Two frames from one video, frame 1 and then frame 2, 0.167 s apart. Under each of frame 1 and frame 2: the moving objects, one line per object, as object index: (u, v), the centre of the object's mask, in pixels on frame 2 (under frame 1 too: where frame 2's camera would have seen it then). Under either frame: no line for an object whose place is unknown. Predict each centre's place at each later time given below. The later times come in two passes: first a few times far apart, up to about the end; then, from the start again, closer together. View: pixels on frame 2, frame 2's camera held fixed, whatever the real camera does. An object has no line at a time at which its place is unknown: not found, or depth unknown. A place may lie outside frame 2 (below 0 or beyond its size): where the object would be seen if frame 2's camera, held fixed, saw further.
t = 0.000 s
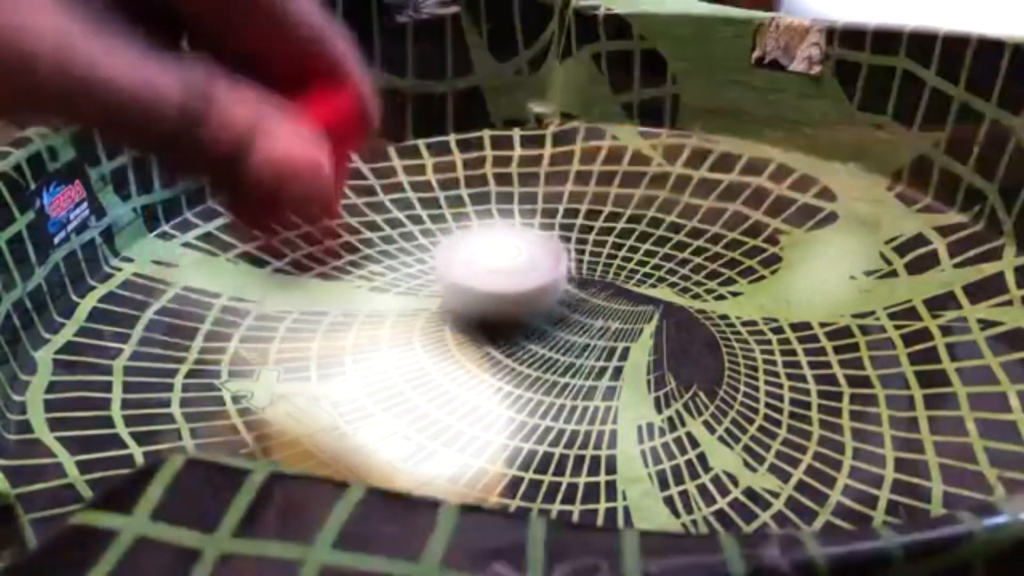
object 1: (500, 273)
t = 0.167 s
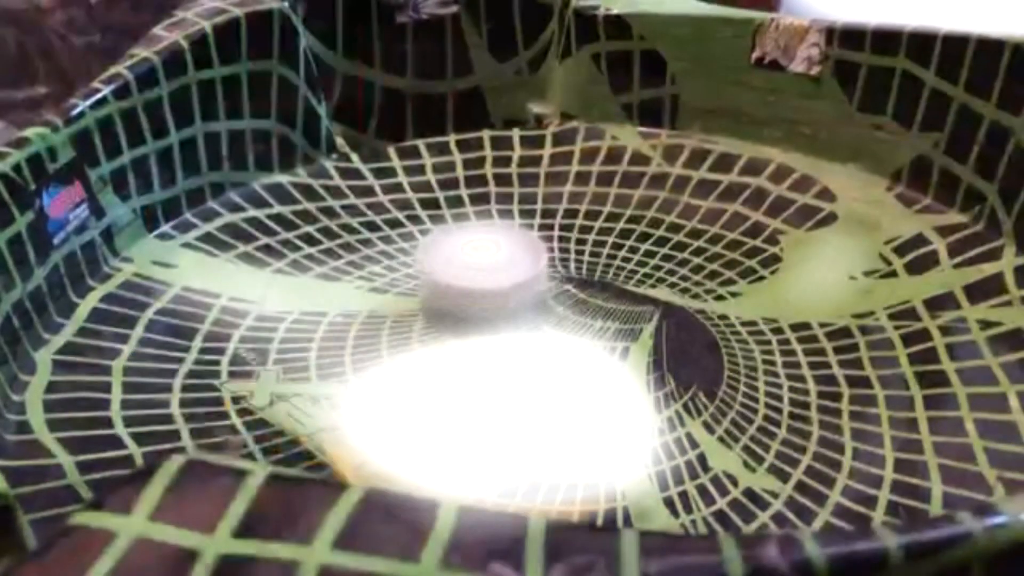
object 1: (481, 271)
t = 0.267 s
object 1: (470, 276)
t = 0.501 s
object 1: (473, 292)
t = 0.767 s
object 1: (509, 310)
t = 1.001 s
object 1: (586, 303)
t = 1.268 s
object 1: (641, 290)
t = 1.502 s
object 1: (655, 283)
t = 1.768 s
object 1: (672, 283)
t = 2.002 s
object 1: (678, 292)
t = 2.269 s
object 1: (676, 306)
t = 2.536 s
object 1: (668, 323)
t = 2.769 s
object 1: (655, 344)
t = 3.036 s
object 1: (644, 380)
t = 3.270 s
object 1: (658, 421)
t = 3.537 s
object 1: (700, 438)
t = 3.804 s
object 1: (683, 415)
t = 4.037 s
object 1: (660, 410)
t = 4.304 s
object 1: (631, 416)
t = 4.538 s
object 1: (591, 414)
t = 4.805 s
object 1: (542, 413)
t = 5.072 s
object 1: (519, 418)
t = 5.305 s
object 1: (495, 429)
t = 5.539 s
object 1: (502, 426)
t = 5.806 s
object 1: (502, 428)
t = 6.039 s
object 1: (501, 428)
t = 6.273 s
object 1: (504, 429)
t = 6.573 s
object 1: (502, 420)
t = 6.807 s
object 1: (500, 419)
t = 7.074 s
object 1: (509, 438)
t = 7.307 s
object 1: (526, 425)
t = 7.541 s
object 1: (528, 408)
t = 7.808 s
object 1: (518, 397)
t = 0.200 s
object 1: (478, 273)
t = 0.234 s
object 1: (474, 273)
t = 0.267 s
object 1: (470, 276)
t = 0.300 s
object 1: (469, 276)
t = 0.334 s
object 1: (467, 278)
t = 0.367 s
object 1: (468, 282)
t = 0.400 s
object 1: (469, 286)
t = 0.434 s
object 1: (470, 287)
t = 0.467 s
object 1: (471, 290)
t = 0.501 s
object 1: (473, 292)
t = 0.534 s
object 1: (475, 295)
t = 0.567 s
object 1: (479, 297)
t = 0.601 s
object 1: (481, 299)
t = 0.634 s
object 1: (487, 305)
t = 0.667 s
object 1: (492, 307)
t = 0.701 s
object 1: (496, 308)
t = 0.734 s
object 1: (503, 310)
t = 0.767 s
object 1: (509, 310)
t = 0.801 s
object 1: (515, 311)
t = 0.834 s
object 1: (530, 307)
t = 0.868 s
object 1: (537, 308)
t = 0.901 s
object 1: (543, 309)
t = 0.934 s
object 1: (552, 308)
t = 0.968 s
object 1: (567, 306)
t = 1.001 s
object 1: (586, 303)
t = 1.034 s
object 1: (598, 302)
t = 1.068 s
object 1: (608, 299)
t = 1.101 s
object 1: (617, 297)
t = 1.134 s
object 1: (624, 296)
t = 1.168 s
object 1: (627, 294)
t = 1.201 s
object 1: (630, 293)
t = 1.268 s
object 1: (641, 290)
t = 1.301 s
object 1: (643, 289)
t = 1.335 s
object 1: (645, 288)
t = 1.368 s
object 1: (646, 288)
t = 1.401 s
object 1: (650, 287)
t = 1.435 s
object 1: (651, 286)
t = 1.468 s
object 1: (653, 285)
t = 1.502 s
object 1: (655, 283)
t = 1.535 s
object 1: (656, 282)
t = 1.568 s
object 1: (659, 281)
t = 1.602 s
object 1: (661, 281)
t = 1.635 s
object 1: (663, 281)
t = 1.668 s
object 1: (667, 281)
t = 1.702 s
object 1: (669, 282)
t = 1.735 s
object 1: (671, 282)
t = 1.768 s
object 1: (672, 283)
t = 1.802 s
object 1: (673, 284)
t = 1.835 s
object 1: (674, 285)
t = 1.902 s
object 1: (677, 288)
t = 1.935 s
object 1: (678, 289)
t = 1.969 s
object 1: (678, 291)
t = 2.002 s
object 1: (678, 292)
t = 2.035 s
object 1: (678, 293)
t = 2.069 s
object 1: (678, 294)
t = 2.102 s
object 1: (678, 296)
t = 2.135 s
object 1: (678, 298)
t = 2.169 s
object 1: (678, 300)
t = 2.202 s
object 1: (677, 302)
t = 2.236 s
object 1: (677, 304)
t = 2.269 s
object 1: (676, 306)
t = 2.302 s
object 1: (675, 308)
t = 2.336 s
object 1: (675, 311)
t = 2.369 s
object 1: (674, 313)
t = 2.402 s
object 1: (674, 315)
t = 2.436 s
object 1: (673, 316)
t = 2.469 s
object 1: (671, 319)
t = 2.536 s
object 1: (668, 323)
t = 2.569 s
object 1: (667, 326)
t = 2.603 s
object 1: (665, 331)
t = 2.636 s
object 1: (663, 332)
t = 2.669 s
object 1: (662, 334)
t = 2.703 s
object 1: (658, 337)
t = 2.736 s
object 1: (656, 340)
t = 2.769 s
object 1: (655, 344)
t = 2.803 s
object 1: (653, 348)
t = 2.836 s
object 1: (652, 352)
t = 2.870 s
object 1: (652, 355)
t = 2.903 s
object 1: (650, 360)
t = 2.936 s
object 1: (648, 365)
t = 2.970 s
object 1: (648, 370)
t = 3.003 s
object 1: (646, 375)
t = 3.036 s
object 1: (644, 380)
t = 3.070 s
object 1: (643, 384)
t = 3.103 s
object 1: (644, 390)
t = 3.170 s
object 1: (646, 403)
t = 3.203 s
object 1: (647, 409)
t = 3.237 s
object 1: (652, 416)
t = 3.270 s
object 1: (658, 421)
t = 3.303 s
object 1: (666, 425)
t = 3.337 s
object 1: (673, 429)
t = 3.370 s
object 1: (680, 433)
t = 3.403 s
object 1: (685, 434)
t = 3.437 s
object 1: (689, 436)
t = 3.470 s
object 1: (693, 436)
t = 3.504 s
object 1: (698, 438)
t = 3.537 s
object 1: (700, 438)
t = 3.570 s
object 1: (700, 438)
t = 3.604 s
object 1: (701, 436)
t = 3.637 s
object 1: (701, 434)
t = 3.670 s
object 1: (701, 431)
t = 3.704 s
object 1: (700, 429)
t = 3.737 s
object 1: (696, 424)
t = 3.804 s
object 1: (683, 415)
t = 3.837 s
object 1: (677, 412)
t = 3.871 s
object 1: (672, 410)
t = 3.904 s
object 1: (666, 408)
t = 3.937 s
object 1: (665, 409)
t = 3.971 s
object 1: (664, 413)
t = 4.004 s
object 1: (662, 413)
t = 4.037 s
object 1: (660, 410)
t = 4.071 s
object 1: (657, 408)
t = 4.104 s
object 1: (654, 407)
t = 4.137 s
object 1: (652, 407)
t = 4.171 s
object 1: (648, 409)
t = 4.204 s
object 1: (646, 411)
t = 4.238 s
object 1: (642, 412)
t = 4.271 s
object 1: (637, 415)
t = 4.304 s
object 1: (631, 416)
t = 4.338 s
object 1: (625, 417)
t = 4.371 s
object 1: (619, 417)
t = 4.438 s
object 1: (607, 416)
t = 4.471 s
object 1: (602, 415)
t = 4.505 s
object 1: (596, 414)
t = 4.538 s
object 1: (591, 414)
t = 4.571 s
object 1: (584, 414)
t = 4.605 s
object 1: (577, 414)
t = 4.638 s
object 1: (572, 413)
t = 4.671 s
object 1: (567, 413)
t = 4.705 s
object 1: (561, 412)
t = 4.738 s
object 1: (556, 412)
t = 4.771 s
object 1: (548, 411)
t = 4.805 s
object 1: (542, 413)
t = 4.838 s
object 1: (537, 415)
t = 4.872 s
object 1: (534, 415)
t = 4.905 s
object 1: (532, 415)
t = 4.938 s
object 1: (529, 415)
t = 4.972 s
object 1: (526, 415)
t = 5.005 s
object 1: (525, 416)
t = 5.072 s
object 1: (519, 418)
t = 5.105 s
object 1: (515, 416)
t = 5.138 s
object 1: (510, 417)
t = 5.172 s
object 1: (506, 418)
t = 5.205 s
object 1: (502, 421)
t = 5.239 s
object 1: (499, 424)
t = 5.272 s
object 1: (497, 427)
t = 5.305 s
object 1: (495, 429)
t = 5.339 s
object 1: (494, 430)
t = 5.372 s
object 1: (494, 431)
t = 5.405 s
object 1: (495, 431)
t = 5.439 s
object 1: (497, 430)
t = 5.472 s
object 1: (498, 429)
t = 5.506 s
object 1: (500, 428)
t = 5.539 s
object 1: (502, 426)
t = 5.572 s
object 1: (501, 426)
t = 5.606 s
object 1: (499, 428)
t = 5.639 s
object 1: (500, 428)
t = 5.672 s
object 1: (501, 428)
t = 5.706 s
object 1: (502, 429)
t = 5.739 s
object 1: (502, 429)
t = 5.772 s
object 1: (502, 428)
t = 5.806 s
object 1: (502, 428)
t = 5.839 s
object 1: (502, 428)
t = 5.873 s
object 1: (502, 428)
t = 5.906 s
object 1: (503, 427)
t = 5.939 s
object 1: (504, 426)
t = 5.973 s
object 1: (504, 424)
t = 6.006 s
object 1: (502, 427)
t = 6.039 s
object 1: (501, 428)
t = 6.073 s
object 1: (501, 429)
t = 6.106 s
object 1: (502, 429)
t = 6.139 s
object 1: (504, 428)
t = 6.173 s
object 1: (504, 428)
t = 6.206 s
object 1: (504, 429)
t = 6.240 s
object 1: (504, 429)
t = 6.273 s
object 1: (504, 429)
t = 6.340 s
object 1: (500, 428)
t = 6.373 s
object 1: (501, 426)
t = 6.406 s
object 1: (503, 424)
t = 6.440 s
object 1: (504, 422)
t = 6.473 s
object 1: (505, 421)
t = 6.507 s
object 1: (505, 419)
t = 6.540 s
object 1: (504, 420)
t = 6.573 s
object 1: (502, 420)
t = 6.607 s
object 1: (501, 420)
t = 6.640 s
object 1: (502, 419)
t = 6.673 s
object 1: (504, 418)
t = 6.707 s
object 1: (505, 417)
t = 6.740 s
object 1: (506, 416)
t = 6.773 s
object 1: (507, 414)
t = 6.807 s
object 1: (500, 419)
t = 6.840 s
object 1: (489, 428)
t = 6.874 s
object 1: (486, 434)
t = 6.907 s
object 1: (487, 437)
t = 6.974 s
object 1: (494, 439)
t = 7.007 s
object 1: (499, 439)
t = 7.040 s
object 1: (504, 438)
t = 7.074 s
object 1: (509, 438)
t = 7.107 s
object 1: (512, 437)
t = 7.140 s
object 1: (515, 436)
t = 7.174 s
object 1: (518, 435)
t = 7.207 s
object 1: (520, 433)
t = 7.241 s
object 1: (524, 429)
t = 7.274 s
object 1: (525, 427)
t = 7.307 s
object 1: (526, 425)
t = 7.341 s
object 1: (527, 423)
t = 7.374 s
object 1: (528, 418)
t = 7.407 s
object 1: (529, 415)
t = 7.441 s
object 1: (529, 413)
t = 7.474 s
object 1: (529, 411)
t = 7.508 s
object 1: (529, 410)
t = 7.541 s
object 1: (528, 408)
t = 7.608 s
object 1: (528, 403)
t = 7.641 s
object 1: (527, 402)
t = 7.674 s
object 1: (526, 400)
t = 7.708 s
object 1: (523, 396)
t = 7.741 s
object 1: (520, 395)
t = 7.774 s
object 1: (519, 396)
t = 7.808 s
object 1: (518, 397)
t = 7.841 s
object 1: (512, 402)
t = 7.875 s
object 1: (510, 405)
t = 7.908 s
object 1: (509, 406)
